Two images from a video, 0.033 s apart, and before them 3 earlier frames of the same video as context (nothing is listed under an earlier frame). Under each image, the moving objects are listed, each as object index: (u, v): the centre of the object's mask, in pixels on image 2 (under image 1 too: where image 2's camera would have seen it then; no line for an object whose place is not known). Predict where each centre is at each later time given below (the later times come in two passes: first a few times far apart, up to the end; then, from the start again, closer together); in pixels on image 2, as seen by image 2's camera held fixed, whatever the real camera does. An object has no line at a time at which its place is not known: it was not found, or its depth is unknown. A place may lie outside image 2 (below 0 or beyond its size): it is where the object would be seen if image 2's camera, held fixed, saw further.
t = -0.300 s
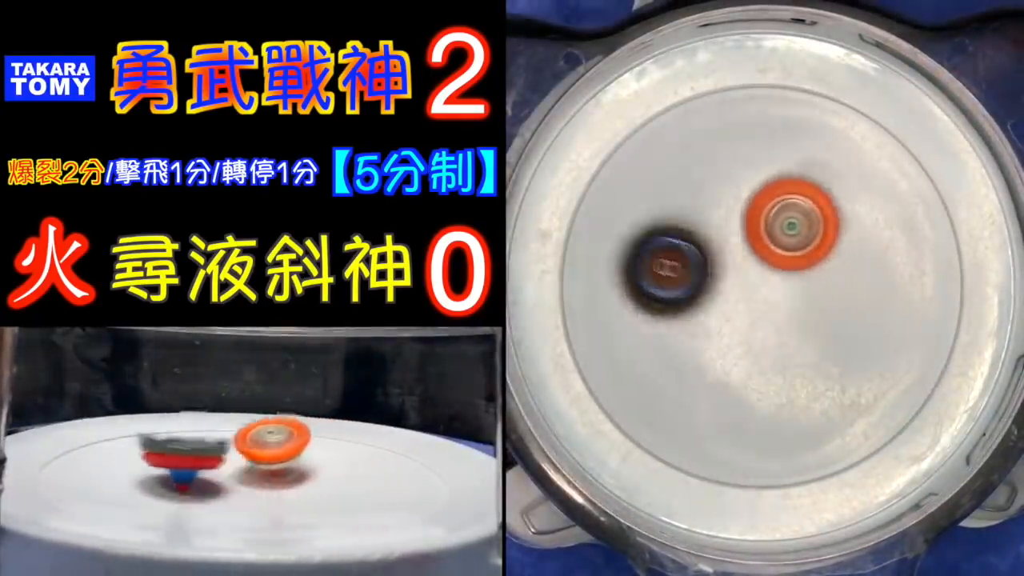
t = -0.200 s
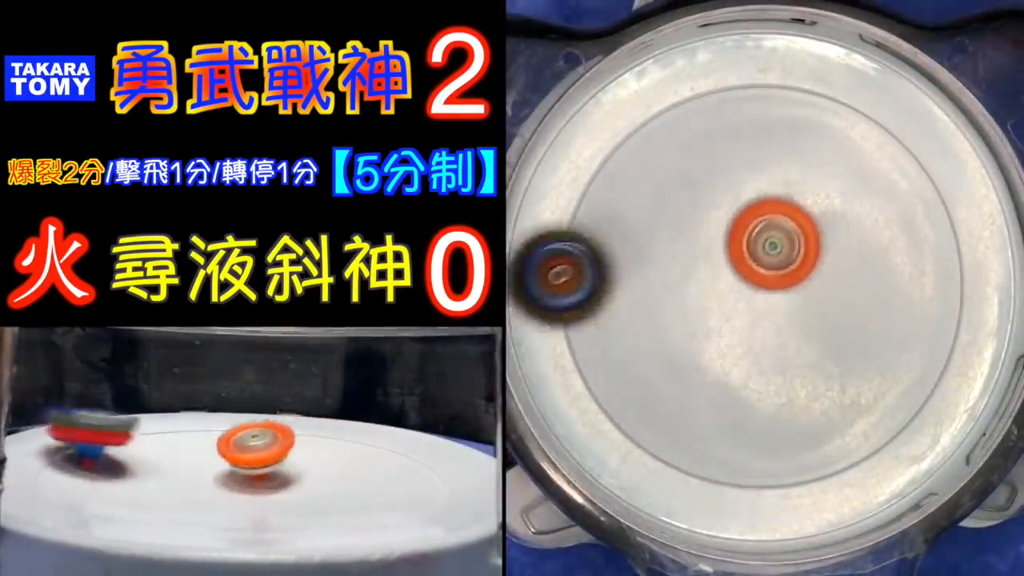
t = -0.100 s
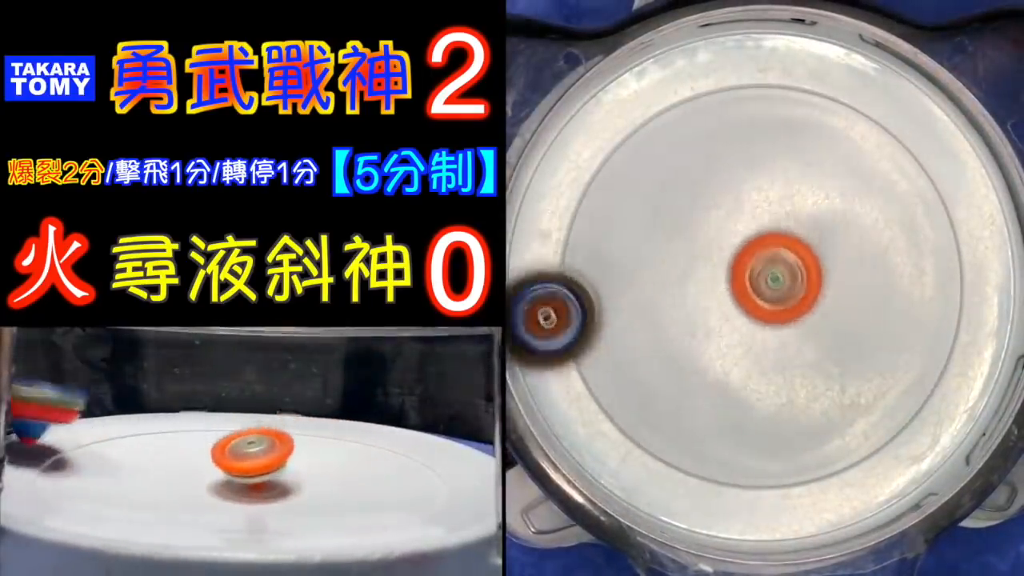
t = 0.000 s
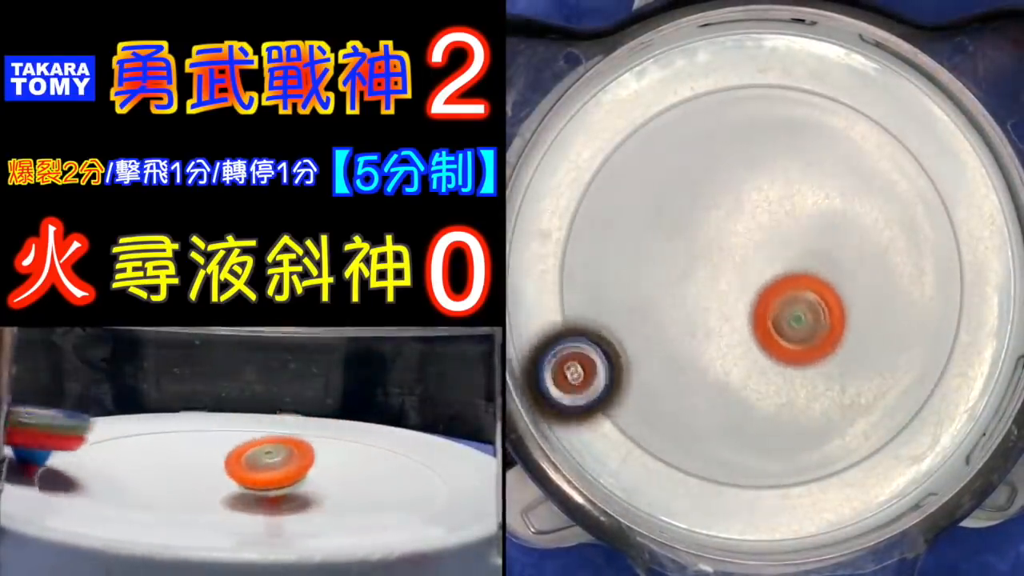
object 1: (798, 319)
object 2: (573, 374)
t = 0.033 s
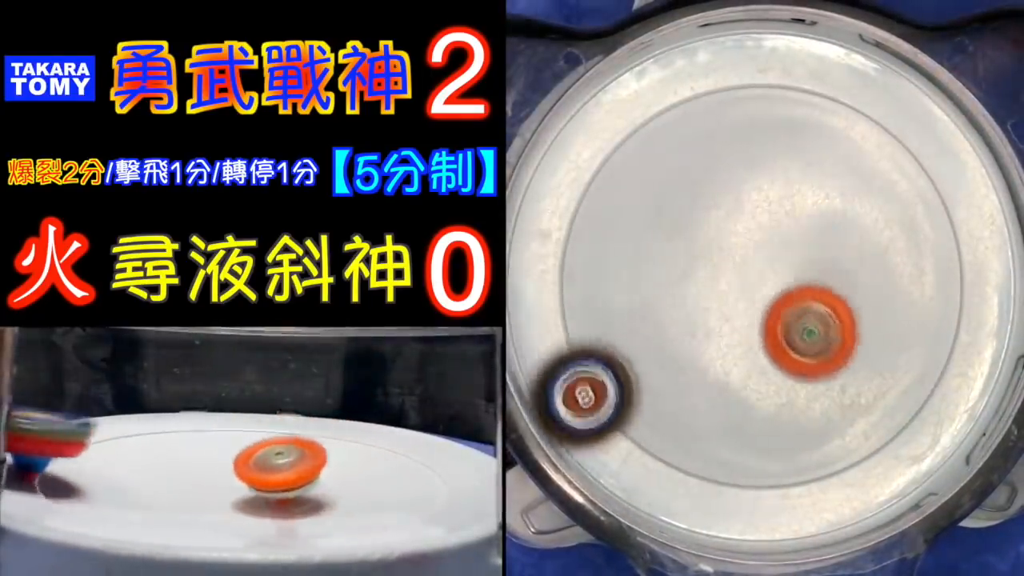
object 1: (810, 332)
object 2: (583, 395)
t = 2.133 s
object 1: (605, 432)
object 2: (854, 137)
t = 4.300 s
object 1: (693, 450)
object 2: (816, 393)
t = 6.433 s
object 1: (810, 269)
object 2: (905, 170)
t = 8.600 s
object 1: (757, 317)
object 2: (694, 115)
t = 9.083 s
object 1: (742, 310)
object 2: (840, 434)
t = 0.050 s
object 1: (817, 338)
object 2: (588, 407)
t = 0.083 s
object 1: (829, 347)
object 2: (599, 428)
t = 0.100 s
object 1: (835, 352)
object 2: (606, 439)
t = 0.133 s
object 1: (848, 361)
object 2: (622, 457)
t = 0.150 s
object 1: (855, 365)
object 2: (632, 465)
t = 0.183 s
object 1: (868, 370)
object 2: (653, 477)
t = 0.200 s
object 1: (875, 371)
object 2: (664, 481)
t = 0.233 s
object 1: (887, 371)
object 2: (690, 482)
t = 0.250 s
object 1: (893, 370)
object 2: (705, 479)
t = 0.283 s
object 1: (903, 366)
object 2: (735, 469)
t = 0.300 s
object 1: (907, 362)
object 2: (751, 461)
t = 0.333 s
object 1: (914, 354)
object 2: (784, 439)
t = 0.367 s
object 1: (919, 342)
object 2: (816, 406)
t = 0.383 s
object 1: (921, 336)
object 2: (829, 386)
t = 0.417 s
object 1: (945, 312)
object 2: (831, 350)
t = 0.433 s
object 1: (959, 298)
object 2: (828, 330)
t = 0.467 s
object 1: (976, 267)
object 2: (817, 286)
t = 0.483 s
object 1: (980, 252)
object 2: (809, 262)
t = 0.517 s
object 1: (986, 223)
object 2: (787, 215)
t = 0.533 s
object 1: (987, 211)
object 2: (772, 192)
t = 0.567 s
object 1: (982, 190)
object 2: (741, 151)
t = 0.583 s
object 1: (976, 181)
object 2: (723, 131)
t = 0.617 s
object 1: (963, 163)
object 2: (686, 99)
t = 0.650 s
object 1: (946, 147)
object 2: (652, 89)
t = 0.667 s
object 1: (938, 141)
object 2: (642, 107)
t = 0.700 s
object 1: (915, 133)
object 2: (627, 147)
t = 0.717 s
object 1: (902, 130)
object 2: (619, 169)
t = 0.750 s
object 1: (873, 132)
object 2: (604, 216)
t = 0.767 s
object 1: (857, 135)
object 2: (596, 241)
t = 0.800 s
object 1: (825, 146)
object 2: (582, 297)
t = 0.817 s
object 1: (808, 153)
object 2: (577, 326)
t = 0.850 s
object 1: (774, 175)
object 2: (584, 380)
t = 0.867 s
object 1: (757, 190)
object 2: (593, 406)
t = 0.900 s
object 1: (728, 220)
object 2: (615, 452)
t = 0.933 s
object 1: (704, 256)
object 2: (652, 479)
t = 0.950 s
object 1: (694, 275)
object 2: (674, 487)
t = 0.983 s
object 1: (678, 313)
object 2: (722, 496)
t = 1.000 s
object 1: (672, 335)
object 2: (747, 496)
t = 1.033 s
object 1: (662, 374)
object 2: (796, 491)
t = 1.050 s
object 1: (661, 393)
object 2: (821, 486)
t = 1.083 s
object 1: (662, 431)
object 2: (871, 465)
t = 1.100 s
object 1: (665, 450)
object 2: (894, 451)
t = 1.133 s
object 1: (677, 478)
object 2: (938, 413)
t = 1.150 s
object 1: (686, 488)
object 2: (959, 391)
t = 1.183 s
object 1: (707, 502)
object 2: (980, 334)
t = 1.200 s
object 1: (717, 506)
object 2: (982, 302)
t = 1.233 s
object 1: (739, 515)
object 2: (983, 233)
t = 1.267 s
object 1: (763, 521)
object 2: (967, 162)
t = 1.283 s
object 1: (775, 523)
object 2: (952, 130)
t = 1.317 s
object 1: (802, 524)
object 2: (917, 98)
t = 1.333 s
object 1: (816, 522)
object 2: (901, 111)
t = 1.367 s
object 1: (846, 526)
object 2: (853, 157)
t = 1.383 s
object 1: (858, 519)
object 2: (830, 181)
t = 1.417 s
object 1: (877, 490)
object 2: (785, 217)
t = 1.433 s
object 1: (886, 477)
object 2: (762, 235)
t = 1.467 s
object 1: (898, 446)
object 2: (723, 270)
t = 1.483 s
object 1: (903, 428)
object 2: (706, 287)
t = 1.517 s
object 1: (912, 395)
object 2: (678, 323)
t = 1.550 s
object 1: (917, 361)
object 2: (660, 359)
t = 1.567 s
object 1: (917, 345)
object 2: (652, 379)
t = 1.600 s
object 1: (913, 312)
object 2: (646, 416)
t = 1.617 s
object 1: (908, 295)
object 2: (647, 435)
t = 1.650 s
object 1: (893, 263)
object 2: (660, 457)
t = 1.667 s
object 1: (883, 249)
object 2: (675, 458)
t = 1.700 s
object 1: (861, 224)
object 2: (706, 458)
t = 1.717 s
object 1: (848, 213)
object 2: (721, 456)
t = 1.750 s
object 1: (818, 198)
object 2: (753, 456)
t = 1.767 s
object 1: (804, 192)
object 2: (770, 455)
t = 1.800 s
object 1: (770, 187)
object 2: (802, 452)
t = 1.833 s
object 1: (735, 190)
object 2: (837, 445)
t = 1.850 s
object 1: (717, 193)
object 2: (853, 439)
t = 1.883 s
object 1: (682, 205)
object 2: (885, 421)
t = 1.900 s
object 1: (665, 215)
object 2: (900, 410)
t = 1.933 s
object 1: (632, 238)
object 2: (923, 380)
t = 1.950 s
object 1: (617, 252)
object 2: (931, 364)
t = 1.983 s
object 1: (592, 284)
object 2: (942, 326)
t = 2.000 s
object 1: (581, 302)
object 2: (944, 305)
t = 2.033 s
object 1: (565, 341)
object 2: (939, 262)
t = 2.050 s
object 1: (564, 360)
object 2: (932, 240)
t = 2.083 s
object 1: (568, 395)
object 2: (909, 197)
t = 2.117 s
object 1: (589, 422)
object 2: (874, 156)
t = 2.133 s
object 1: (605, 432)
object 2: (854, 137)
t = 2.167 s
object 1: (638, 448)
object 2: (804, 110)
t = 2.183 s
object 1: (656, 455)
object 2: (778, 99)
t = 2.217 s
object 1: (695, 465)
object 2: (720, 85)
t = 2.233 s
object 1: (713, 467)
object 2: (691, 88)
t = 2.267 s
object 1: (748, 467)
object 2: (634, 103)
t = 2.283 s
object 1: (765, 465)
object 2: (608, 118)
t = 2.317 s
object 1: (797, 458)
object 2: (564, 155)
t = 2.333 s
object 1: (812, 452)
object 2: (548, 175)
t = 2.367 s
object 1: (840, 437)
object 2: (530, 225)
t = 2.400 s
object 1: (866, 415)
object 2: (537, 253)
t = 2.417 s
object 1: (876, 402)
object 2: (549, 262)
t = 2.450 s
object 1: (892, 375)
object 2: (588, 282)
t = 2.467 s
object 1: (898, 361)
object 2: (607, 292)
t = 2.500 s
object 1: (904, 331)
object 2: (645, 312)
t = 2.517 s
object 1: (904, 315)
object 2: (662, 322)
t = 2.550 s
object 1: (901, 284)
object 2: (697, 339)
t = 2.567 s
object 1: (897, 268)
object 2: (714, 345)
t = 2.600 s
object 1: (883, 238)
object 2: (750, 352)
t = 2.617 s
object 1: (874, 226)
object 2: (767, 353)
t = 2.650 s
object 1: (852, 203)
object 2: (802, 350)
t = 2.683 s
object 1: (826, 185)
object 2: (836, 338)
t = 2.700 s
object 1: (811, 179)
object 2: (852, 330)
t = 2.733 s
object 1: (780, 169)
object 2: (883, 309)
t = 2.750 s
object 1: (765, 167)
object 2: (896, 297)
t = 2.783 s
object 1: (734, 167)
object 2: (919, 266)
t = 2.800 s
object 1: (720, 169)
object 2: (927, 249)
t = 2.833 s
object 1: (691, 177)
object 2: (938, 213)
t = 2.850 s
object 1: (678, 183)
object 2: (940, 193)
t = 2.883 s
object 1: (652, 200)
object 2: (921, 163)
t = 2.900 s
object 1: (641, 210)
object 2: (907, 151)
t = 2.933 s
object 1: (621, 232)
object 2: (877, 127)
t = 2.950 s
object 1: (613, 245)
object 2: (861, 116)
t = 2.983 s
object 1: (602, 270)
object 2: (825, 99)
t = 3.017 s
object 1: (596, 298)
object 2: (783, 100)
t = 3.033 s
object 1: (596, 312)
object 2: (761, 102)
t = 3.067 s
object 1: (601, 338)
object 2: (722, 110)
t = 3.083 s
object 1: (605, 351)
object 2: (702, 117)
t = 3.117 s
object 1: (617, 374)
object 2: (668, 139)
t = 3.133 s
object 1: (626, 384)
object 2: (652, 155)
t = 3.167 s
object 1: (646, 402)
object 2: (628, 190)
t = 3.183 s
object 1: (657, 409)
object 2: (620, 212)
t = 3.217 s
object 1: (681, 420)
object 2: (609, 254)
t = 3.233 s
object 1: (694, 423)
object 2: (609, 279)
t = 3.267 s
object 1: (720, 424)
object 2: (616, 326)
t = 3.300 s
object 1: (747, 419)
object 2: (632, 372)
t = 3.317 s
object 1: (760, 415)
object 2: (645, 393)
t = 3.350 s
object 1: (784, 403)
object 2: (675, 431)
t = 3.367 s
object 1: (795, 395)
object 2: (694, 448)
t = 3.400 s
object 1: (814, 377)
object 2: (736, 475)
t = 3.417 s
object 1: (822, 368)
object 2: (758, 484)
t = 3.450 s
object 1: (834, 347)
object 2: (806, 488)
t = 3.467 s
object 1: (839, 338)
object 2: (831, 484)
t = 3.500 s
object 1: (844, 315)
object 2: (880, 473)
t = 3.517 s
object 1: (845, 304)
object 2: (904, 464)
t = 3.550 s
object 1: (844, 283)
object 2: (937, 422)
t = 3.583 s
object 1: (839, 261)
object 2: (958, 376)
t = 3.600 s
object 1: (835, 251)
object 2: (968, 353)
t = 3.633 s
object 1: (824, 231)
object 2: (981, 305)
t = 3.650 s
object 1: (818, 222)
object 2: (984, 281)
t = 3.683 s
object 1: (803, 206)
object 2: (986, 233)
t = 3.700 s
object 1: (795, 199)
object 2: (984, 210)
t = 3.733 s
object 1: (779, 189)
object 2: (969, 163)
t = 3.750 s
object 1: (770, 186)
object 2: (958, 143)
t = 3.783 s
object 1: (752, 183)
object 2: (927, 108)
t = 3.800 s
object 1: (742, 183)
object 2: (907, 97)
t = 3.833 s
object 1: (723, 185)
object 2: (861, 102)
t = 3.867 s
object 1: (707, 191)
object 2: (811, 117)
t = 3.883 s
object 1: (700, 196)
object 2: (788, 124)
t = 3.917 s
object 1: (675, 213)
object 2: (753, 137)
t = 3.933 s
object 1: (662, 225)
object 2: (742, 141)
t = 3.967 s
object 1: (639, 250)
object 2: (718, 157)
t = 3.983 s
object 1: (629, 264)
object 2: (707, 167)
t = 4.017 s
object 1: (616, 290)
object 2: (686, 193)
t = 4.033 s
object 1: (612, 302)
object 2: (678, 209)
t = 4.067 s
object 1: (607, 328)
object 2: (669, 241)
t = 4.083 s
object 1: (604, 344)
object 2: (670, 255)
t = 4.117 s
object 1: (605, 373)
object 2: (676, 286)
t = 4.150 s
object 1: (613, 396)
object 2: (689, 316)
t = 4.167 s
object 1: (619, 407)
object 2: (698, 330)
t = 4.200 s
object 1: (636, 423)
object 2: (719, 356)
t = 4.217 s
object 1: (647, 429)
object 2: (731, 367)
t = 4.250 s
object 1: (667, 439)
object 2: (760, 384)
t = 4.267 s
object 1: (674, 445)
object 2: (779, 388)
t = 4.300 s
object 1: (693, 450)
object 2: (816, 393)
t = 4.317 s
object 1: (703, 451)
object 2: (834, 392)
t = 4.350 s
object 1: (725, 448)
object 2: (869, 386)
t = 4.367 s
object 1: (736, 445)
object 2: (886, 380)
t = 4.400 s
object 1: (759, 435)
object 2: (917, 362)
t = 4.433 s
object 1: (782, 420)
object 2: (944, 336)
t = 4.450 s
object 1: (792, 411)
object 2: (954, 322)
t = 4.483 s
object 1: (811, 392)
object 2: (955, 289)
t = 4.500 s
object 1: (819, 380)
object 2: (950, 271)
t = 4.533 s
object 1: (832, 357)
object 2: (940, 238)
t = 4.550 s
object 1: (836, 344)
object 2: (934, 222)
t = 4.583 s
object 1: (839, 320)
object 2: (919, 193)
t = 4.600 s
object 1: (839, 307)
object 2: (909, 180)
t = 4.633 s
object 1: (835, 281)
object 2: (884, 158)
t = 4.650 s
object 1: (831, 269)
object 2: (871, 150)
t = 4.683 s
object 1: (821, 246)
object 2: (838, 135)
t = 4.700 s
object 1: (814, 235)
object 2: (821, 131)
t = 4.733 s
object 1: (797, 223)
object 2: (783, 124)
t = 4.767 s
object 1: (778, 219)
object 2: (746, 121)
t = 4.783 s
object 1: (769, 217)
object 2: (726, 124)
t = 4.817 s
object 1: (751, 217)
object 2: (689, 138)
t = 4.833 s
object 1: (744, 218)
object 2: (671, 150)
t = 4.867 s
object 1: (733, 225)
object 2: (638, 176)
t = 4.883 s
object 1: (728, 229)
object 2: (622, 192)
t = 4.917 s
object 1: (718, 237)
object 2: (601, 230)
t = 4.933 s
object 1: (713, 242)
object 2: (593, 251)
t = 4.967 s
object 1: (702, 251)
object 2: (584, 299)
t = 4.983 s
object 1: (696, 256)
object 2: (585, 321)
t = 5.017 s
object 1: (688, 267)
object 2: (595, 369)
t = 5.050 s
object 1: (681, 280)
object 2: (616, 411)
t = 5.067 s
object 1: (679, 286)
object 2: (629, 430)
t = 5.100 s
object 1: (676, 300)
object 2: (668, 457)
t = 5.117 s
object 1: (676, 306)
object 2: (691, 465)
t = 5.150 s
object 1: (678, 320)
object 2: (736, 479)
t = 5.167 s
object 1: (680, 327)
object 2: (759, 481)
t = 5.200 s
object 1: (688, 338)
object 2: (805, 476)
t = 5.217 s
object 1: (693, 343)
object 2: (828, 469)
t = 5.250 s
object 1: (705, 353)
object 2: (869, 450)
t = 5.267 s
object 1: (711, 356)
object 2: (887, 436)
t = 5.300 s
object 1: (725, 359)
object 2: (917, 406)
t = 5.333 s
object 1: (739, 358)
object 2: (939, 375)
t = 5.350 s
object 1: (746, 355)
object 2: (945, 358)
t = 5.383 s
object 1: (759, 348)
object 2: (954, 323)
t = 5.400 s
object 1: (765, 343)
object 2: (955, 304)
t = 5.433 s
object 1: (775, 331)
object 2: (953, 265)
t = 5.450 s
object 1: (780, 324)
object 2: (949, 247)
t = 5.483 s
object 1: (787, 309)
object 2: (934, 209)
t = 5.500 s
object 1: (789, 302)
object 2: (924, 191)
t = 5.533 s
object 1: (793, 286)
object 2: (899, 159)
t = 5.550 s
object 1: (793, 279)
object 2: (883, 145)
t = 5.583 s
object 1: (792, 264)
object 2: (848, 121)
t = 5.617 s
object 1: (789, 249)
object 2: (807, 106)
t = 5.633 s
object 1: (786, 243)
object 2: (785, 103)
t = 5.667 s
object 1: (778, 231)
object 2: (740, 103)
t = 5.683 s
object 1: (774, 226)
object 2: (716, 108)
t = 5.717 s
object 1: (764, 218)
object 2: (672, 123)
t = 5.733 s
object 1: (759, 216)
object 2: (651, 137)
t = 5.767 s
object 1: (747, 212)
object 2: (614, 170)
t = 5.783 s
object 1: (741, 211)
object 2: (598, 192)
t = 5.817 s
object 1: (729, 213)
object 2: (574, 235)
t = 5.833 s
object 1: (724, 214)
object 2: (566, 257)
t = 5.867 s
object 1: (713, 220)
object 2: (568, 307)
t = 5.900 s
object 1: (703, 229)
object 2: (577, 354)
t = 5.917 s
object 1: (700, 233)
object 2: (587, 375)
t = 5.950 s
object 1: (694, 245)
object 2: (614, 412)
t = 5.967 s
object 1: (692, 251)
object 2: (629, 427)
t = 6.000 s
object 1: (691, 264)
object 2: (664, 455)
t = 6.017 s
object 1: (693, 271)
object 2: (684, 464)
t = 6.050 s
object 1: (697, 285)
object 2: (724, 476)
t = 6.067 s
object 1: (700, 291)
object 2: (744, 480)
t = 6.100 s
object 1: (709, 302)
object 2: (785, 481)
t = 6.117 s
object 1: (714, 306)
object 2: (804, 476)
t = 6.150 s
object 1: (726, 314)
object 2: (843, 465)
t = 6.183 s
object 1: (739, 318)
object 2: (878, 445)
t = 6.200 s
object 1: (746, 319)
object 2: (893, 434)
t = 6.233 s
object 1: (759, 318)
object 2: (917, 405)
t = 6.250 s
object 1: (765, 317)
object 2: (927, 387)
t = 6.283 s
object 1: (777, 312)
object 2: (942, 349)
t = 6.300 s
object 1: (782, 308)
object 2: (947, 330)
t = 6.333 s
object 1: (792, 300)
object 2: (950, 288)
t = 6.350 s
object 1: (796, 295)
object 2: (947, 267)
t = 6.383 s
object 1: (803, 285)
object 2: (937, 226)
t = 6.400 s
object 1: (806, 280)
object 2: (928, 207)
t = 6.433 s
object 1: (810, 269)
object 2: (905, 170)
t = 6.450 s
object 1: (811, 264)
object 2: (890, 151)
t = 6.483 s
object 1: (810, 253)
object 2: (857, 122)
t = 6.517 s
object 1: (807, 242)
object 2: (817, 102)
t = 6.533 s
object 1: (805, 237)
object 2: (796, 96)
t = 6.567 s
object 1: (799, 228)
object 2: (750, 91)
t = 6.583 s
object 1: (796, 224)
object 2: (729, 91)
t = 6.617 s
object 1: (789, 217)
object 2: (685, 103)
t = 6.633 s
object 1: (784, 215)
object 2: (665, 114)
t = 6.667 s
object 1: (774, 212)
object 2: (629, 139)
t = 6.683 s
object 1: (768, 212)
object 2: (615, 158)
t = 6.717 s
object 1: (757, 214)
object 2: (589, 193)
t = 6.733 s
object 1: (752, 216)
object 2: (579, 212)
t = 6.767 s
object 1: (742, 223)
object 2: (568, 255)
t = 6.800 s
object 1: (734, 233)
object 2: (567, 298)
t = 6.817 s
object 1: (732, 238)
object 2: (569, 319)
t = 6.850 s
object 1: (728, 250)
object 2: (580, 359)
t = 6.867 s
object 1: (728, 256)
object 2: (589, 378)
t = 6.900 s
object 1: (729, 268)
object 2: (611, 410)
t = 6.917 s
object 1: (731, 273)
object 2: (625, 424)
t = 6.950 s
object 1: (736, 284)
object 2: (658, 449)
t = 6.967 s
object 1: (740, 289)
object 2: (675, 458)
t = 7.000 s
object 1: (748, 297)
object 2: (713, 471)
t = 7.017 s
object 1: (752, 300)
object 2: (733, 475)
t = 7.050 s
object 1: (762, 306)
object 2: (774, 475)
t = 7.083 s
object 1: (772, 311)
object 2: (815, 467)
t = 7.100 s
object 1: (777, 312)
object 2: (835, 460)
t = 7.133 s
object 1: (787, 312)
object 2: (873, 440)
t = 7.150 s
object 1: (792, 312)
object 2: (890, 425)
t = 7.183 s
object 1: (801, 308)
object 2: (917, 394)
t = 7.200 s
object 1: (805, 306)
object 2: (929, 376)
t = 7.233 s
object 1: (811, 299)
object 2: (944, 338)
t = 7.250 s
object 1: (814, 296)
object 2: (949, 318)
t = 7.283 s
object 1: (817, 288)
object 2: (951, 277)
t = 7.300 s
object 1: (817, 284)
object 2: (948, 257)
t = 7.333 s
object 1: (818, 275)
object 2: (940, 216)
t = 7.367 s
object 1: (815, 266)
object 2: (923, 176)
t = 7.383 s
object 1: (812, 262)
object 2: (911, 159)
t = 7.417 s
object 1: (806, 254)
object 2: (883, 126)
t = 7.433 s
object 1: (801, 250)
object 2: (866, 114)
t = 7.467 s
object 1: (792, 246)
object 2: (826, 100)
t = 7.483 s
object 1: (787, 245)
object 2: (806, 95)
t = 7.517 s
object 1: (778, 246)
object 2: (768, 89)
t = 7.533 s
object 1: (774, 247)
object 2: (749, 89)
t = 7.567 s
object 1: (765, 253)
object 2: (712, 94)
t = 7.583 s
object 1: (762, 256)
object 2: (695, 100)
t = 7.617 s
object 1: (756, 263)
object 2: (661, 117)
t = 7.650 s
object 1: (751, 272)
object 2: (631, 141)
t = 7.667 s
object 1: (750, 277)
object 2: (617, 156)
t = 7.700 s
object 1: (749, 284)
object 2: (596, 188)
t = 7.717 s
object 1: (751, 288)
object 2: (587, 206)
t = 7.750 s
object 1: (753, 297)
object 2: (574, 246)
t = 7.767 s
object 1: (754, 302)
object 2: (571, 266)
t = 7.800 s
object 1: (757, 312)
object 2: (573, 307)
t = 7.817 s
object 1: (759, 315)
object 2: (576, 327)
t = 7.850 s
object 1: (765, 322)
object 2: (590, 364)
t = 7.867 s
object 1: (768, 324)
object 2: (599, 381)
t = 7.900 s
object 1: (774, 325)
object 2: (625, 411)
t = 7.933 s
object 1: (781, 324)
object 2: (655, 434)
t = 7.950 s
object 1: (784, 322)
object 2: (673, 444)
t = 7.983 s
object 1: (790, 318)
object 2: (713, 457)
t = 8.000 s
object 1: (793, 314)
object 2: (733, 461)
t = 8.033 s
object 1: (798, 306)
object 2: (774, 462)
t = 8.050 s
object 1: (799, 302)
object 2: (794, 459)
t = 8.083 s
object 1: (802, 293)
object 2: (832, 449)
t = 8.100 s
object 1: (802, 289)
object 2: (851, 441)
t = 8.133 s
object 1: (802, 285)
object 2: (884, 419)
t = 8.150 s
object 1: (801, 284)
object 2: (898, 406)
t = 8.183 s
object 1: (797, 282)
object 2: (922, 376)
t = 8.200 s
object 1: (794, 282)
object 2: (929, 360)
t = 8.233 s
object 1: (786, 280)
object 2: (941, 325)
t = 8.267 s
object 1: (779, 279)
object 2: (946, 290)
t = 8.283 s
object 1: (775, 280)
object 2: (945, 271)
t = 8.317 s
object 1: (769, 282)
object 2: (940, 234)
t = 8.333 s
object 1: (767, 284)
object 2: (935, 218)
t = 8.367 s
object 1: (763, 290)
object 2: (920, 184)
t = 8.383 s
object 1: (761, 293)
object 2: (910, 169)
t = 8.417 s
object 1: (756, 300)
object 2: (887, 141)
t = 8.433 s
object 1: (754, 304)
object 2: (873, 129)
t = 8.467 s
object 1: (750, 311)
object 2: (841, 110)
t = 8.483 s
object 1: (749, 315)
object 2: (824, 103)
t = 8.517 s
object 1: (749, 320)
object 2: (786, 96)
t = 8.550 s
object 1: (750, 321)
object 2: (749, 98)
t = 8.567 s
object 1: (751, 320)
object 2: (729, 102)
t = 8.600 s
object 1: (757, 317)
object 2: (694, 115)
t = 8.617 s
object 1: (760, 316)
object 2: (676, 126)
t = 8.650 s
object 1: (766, 312)
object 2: (646, 151)
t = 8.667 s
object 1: (768, 310)
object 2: (634, 166)
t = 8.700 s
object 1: (773, 308)
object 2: (614, 201)
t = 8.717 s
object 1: (775, 307)
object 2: (606, 219)
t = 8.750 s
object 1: (778, 306)
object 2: (597, 258)
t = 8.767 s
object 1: (779, 306)
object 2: (596, 279)
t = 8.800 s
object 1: (779, 307)
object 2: (600, 316)
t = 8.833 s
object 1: (776, 308)
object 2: (612, 350)
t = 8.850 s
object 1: (774, 308)
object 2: (620, 367)
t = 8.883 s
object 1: (768, 305)
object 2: (642, 397)
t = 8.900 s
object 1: (765, 303)
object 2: (655, 409)
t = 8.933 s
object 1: (760, 299)
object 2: (685, 430)
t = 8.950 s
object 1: (757, 299)
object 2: (701, 438)
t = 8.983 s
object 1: (753, 298)
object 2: (735, 447)
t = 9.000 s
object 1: (751, 299)
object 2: (753, 449)
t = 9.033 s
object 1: (748, 302)
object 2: (789, 447)
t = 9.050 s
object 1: (746, 305)
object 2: (806, 445)
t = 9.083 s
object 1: (742, 310)
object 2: (840, 434)
